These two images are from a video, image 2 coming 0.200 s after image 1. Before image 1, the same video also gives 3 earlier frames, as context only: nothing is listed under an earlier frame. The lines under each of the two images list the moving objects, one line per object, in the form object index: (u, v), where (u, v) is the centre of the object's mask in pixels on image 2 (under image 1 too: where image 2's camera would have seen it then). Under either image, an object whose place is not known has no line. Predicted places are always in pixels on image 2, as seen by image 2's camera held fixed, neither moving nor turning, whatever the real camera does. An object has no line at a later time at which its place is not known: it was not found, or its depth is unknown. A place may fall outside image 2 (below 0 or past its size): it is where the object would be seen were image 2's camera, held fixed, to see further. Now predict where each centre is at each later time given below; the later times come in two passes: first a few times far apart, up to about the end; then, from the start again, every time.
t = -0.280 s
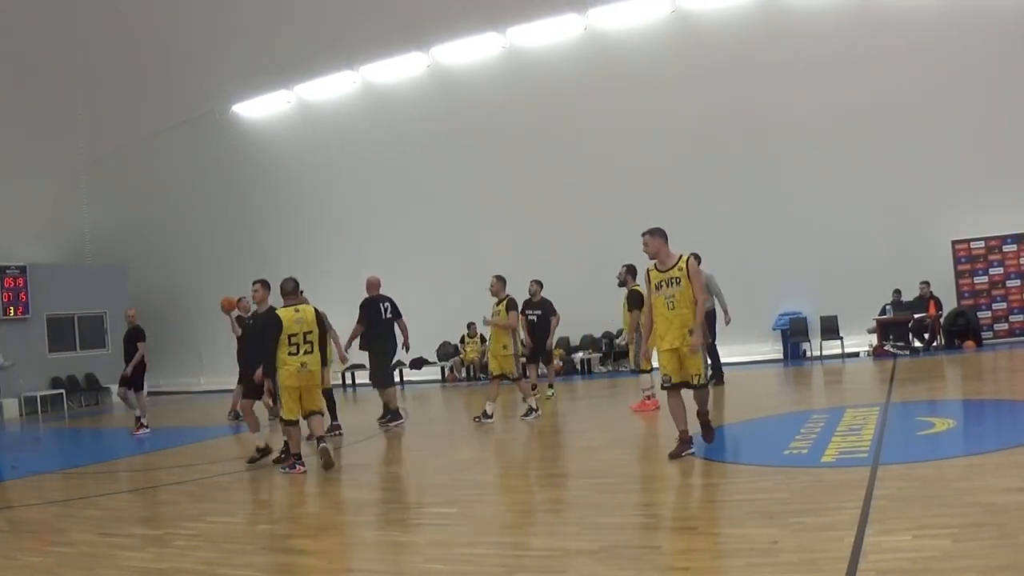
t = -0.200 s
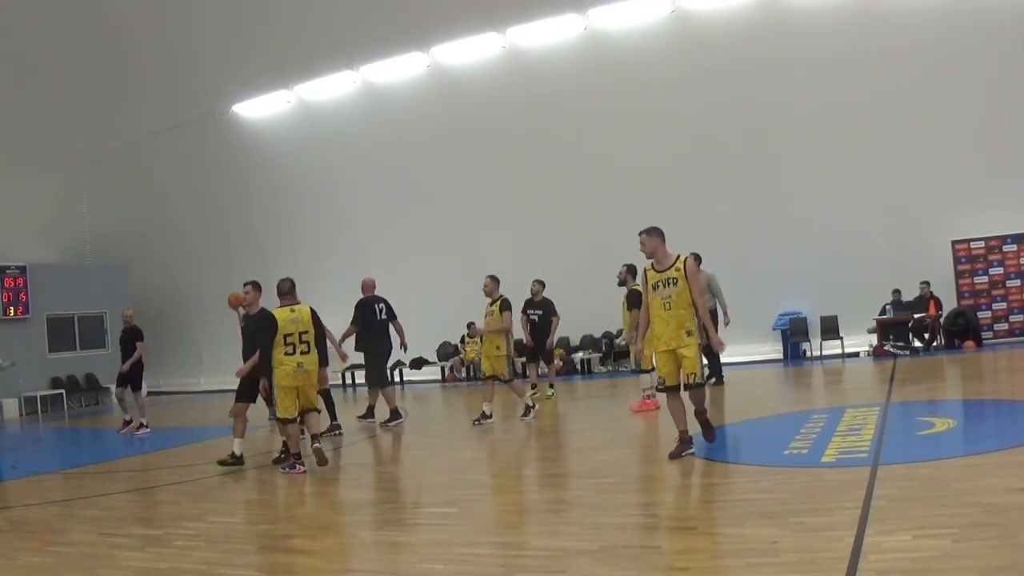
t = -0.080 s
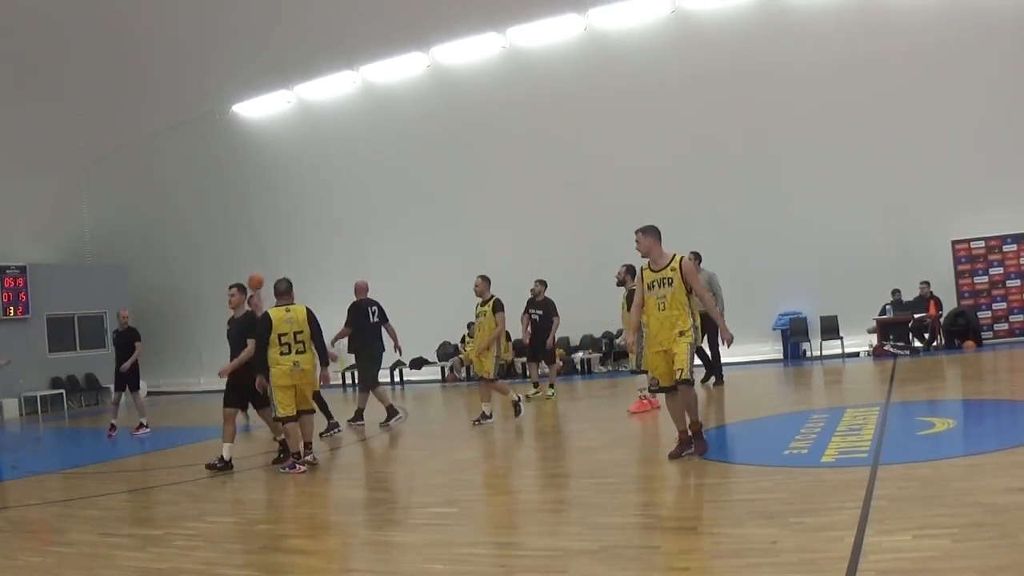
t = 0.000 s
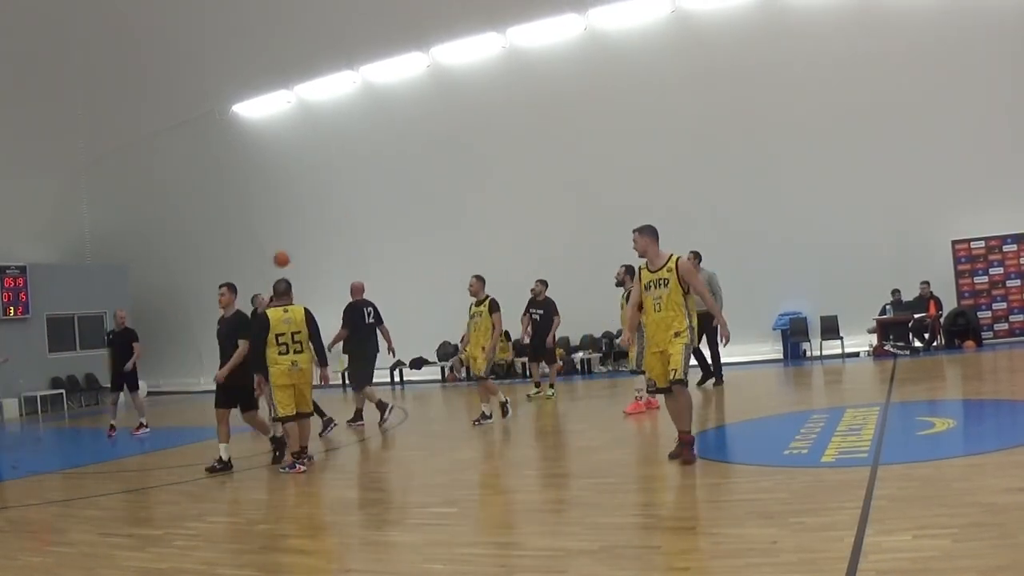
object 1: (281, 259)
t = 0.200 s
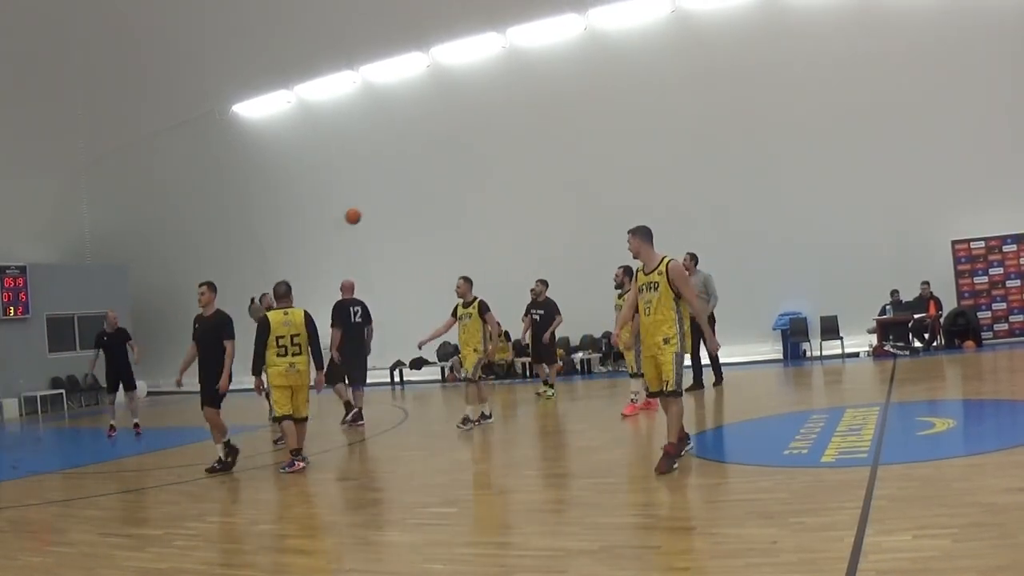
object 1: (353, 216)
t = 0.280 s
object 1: (383, 206)
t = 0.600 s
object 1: (522, 207)
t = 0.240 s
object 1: (367, 211)
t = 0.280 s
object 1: (383, 206)
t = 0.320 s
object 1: (397, 203)
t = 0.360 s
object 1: (412, 200)
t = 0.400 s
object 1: (428, 199)
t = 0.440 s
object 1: (445, 198)
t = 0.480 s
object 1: (462, 199)
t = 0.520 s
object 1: (480, 202)
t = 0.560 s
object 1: (501, 203)
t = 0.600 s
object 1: (522, 207)
